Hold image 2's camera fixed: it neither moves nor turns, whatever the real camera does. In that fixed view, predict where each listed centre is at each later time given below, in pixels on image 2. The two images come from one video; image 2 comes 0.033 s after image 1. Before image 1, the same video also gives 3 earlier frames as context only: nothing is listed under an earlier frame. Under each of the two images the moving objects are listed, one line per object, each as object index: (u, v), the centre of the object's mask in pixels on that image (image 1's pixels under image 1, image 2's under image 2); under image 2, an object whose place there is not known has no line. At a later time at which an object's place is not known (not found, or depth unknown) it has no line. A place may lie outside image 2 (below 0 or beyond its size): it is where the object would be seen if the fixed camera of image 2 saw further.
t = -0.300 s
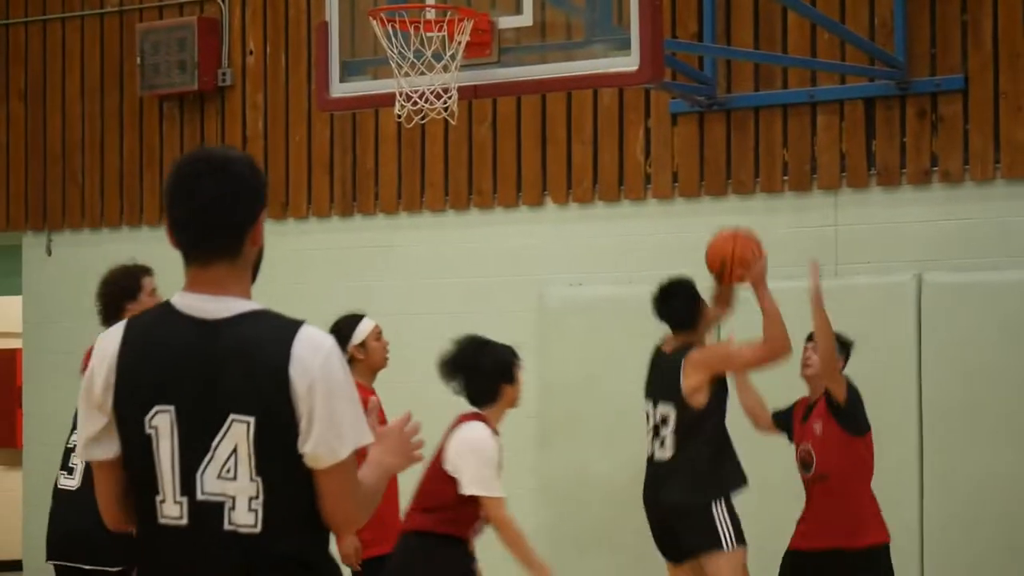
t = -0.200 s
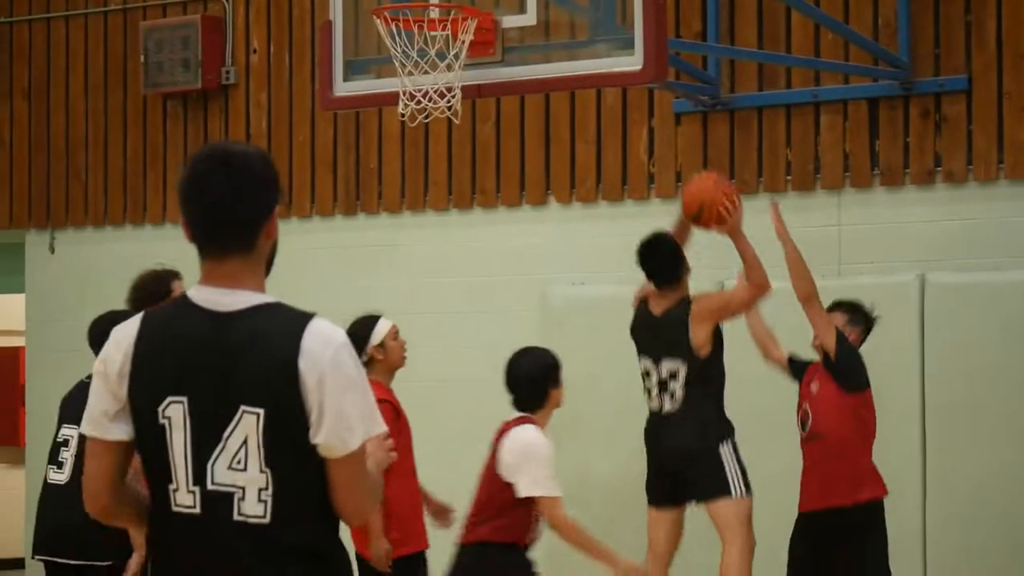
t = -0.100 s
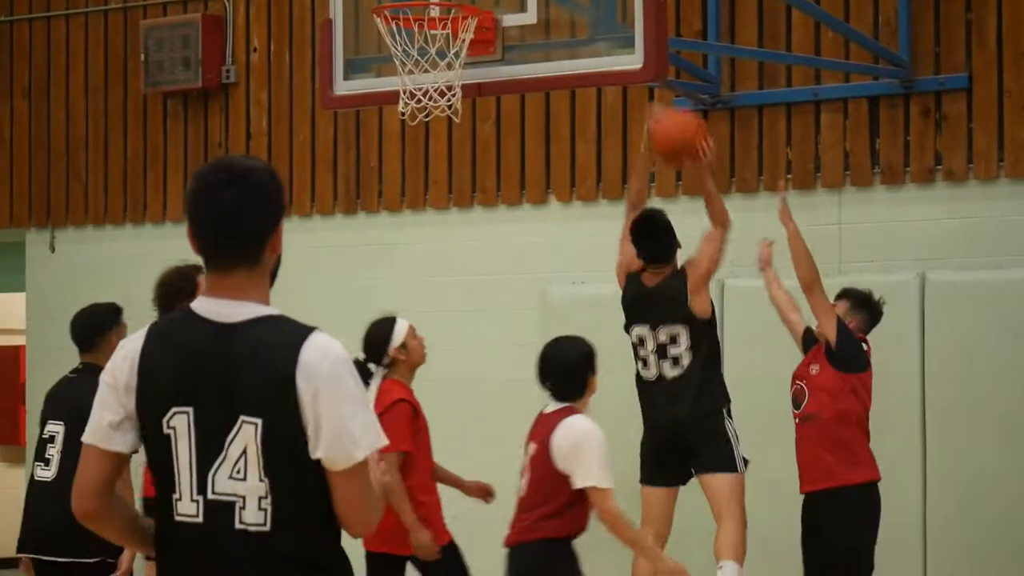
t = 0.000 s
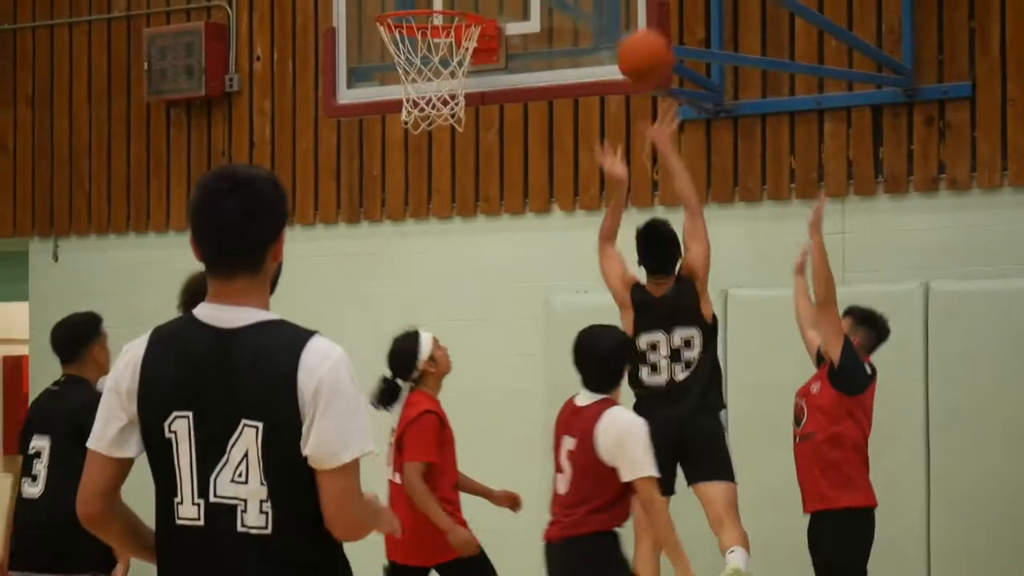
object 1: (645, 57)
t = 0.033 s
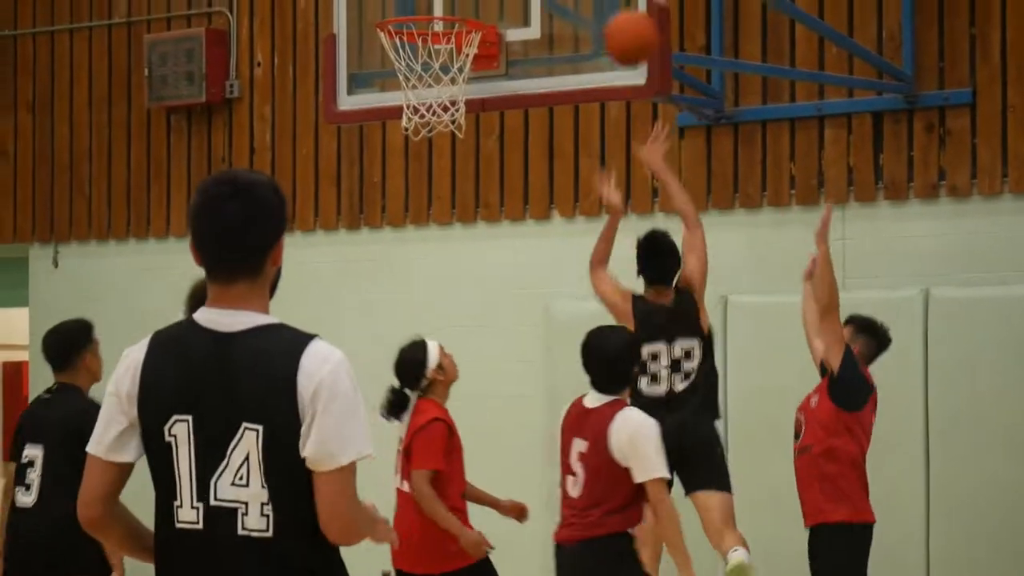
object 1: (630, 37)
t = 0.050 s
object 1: (625, 24)
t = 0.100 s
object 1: (605, -4)
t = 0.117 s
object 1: (599, -13)
